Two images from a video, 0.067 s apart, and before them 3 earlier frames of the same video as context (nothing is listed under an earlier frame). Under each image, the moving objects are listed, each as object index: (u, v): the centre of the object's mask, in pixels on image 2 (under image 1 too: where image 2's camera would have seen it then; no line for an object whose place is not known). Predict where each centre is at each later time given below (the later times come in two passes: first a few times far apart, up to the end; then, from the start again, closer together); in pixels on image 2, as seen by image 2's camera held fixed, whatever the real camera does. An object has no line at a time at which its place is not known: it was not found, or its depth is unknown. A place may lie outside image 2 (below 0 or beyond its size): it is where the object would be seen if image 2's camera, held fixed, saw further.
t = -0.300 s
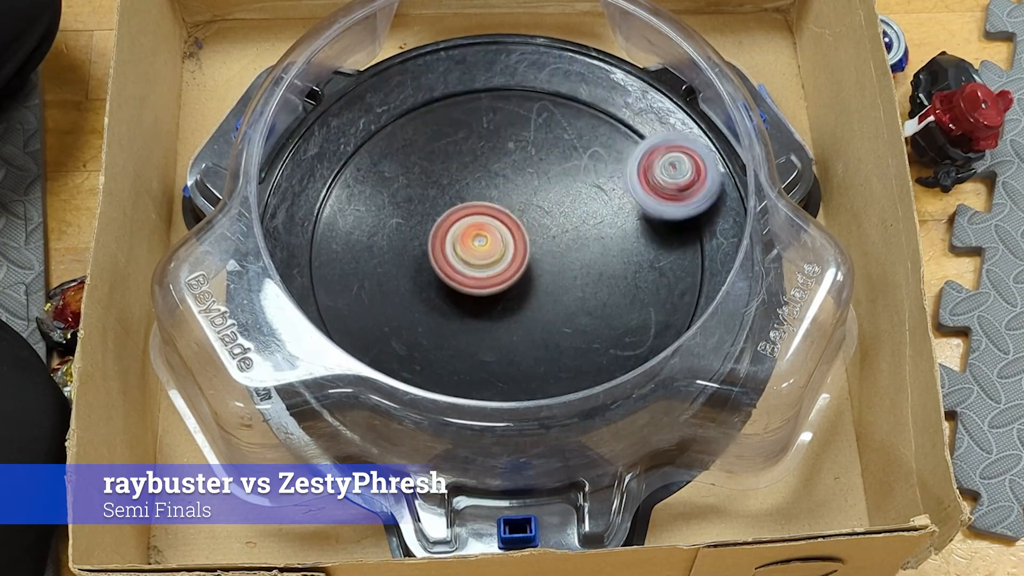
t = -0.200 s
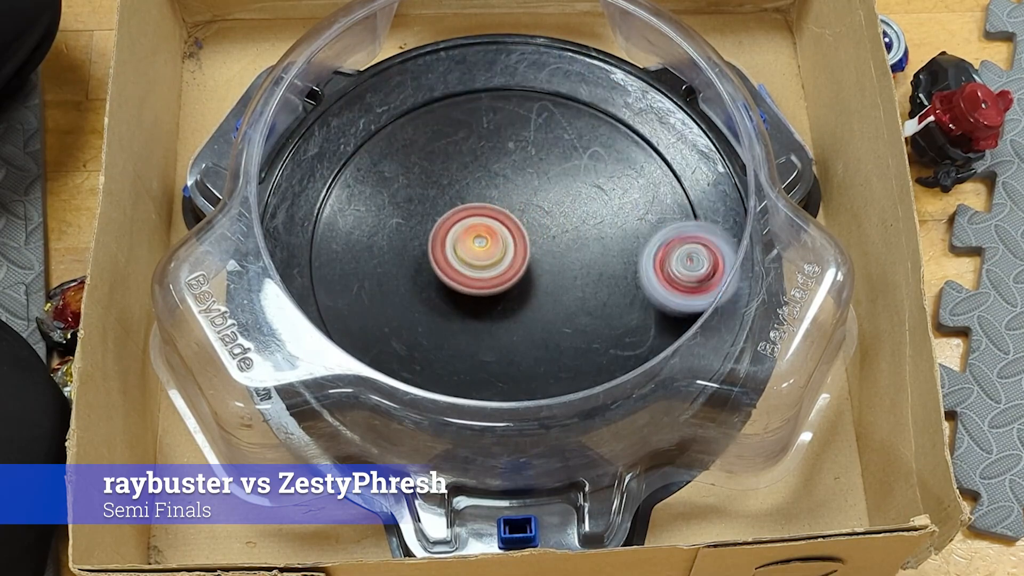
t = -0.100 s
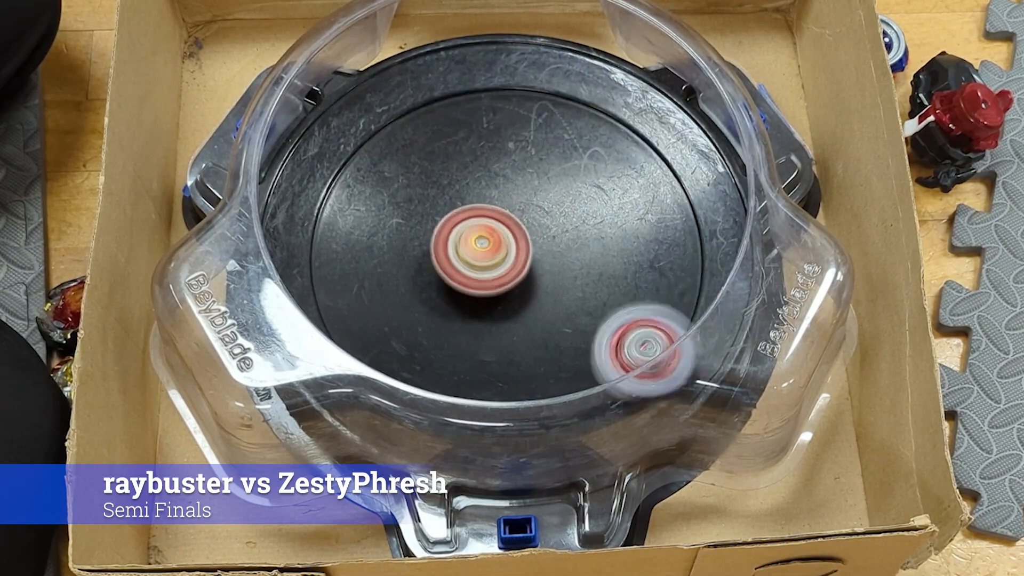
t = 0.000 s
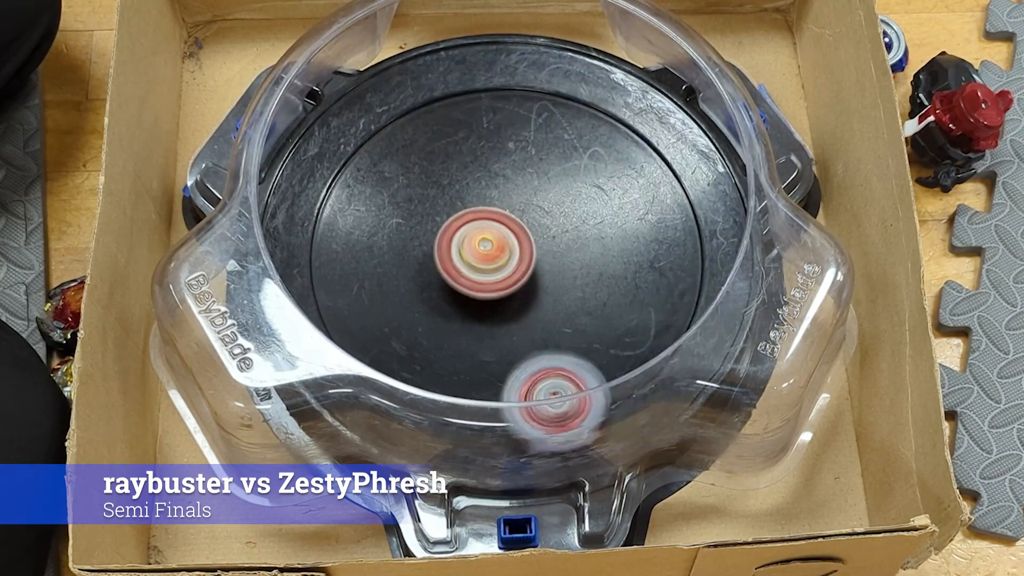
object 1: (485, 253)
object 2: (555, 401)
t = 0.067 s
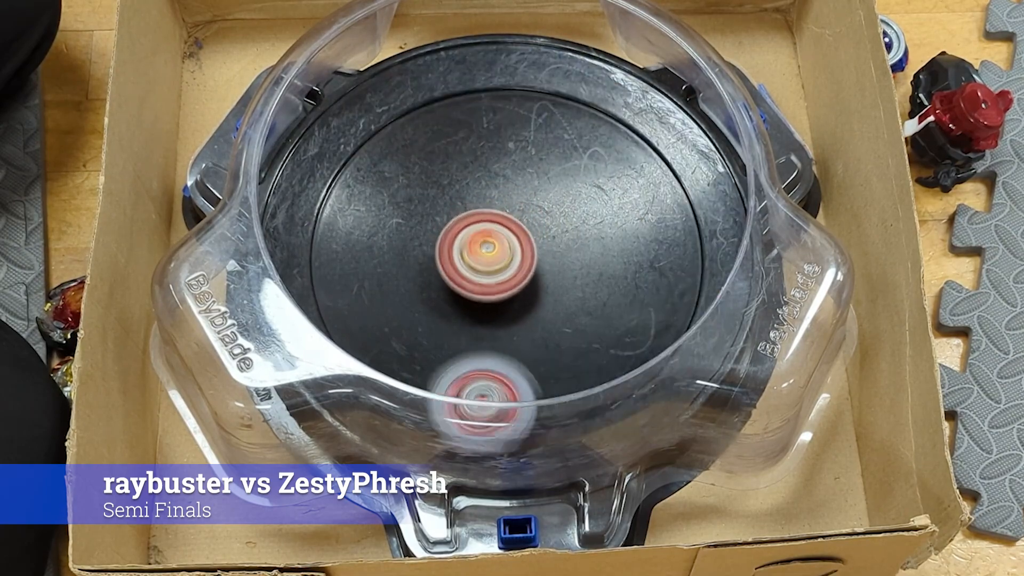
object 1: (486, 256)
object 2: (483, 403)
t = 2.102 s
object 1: (533, 260)
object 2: (647, 301)
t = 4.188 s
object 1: (502, 243)
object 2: (610, 174)
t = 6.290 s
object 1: (516, 262)
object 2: (502, 148)
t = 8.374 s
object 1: (420, 162)
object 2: (463, 325)
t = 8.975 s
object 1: (499, 193)
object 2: (559, 274)
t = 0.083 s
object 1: (487, 257)
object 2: (467, 400)
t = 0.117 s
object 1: (489, 258)
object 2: (433, 390)
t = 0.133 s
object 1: (489, 259)
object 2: (418, 382)
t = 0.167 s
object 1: (490, 260)
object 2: (393, 363)
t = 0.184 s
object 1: (490, 261)
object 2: (383, 353)
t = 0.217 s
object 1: (491, 263)
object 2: (365, 324)
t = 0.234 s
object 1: (492, 264)
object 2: (356, 313)
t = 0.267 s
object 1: (494, 265)
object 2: (342, 291)
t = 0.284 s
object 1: (494, 266)
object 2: (336, 279)
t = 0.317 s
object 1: (494, 267)
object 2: (331, 253)
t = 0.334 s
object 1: (494, 268)
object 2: (331, 238)
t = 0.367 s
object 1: (494, 270)
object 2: (337, 207)
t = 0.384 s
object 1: (495, 271)
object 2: (343, 194)
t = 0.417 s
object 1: (496, 272)
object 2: (357, 168)
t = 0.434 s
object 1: (496, 272)
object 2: (366, 155)
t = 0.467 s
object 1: (495, 273)
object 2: (387, 135)
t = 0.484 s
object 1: (495, 273)
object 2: (399, 125)
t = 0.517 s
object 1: (495, 273)
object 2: (427, 110)
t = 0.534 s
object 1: (495, 273)
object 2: (440, 105)
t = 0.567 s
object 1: (495, 272)
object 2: (470, 96)
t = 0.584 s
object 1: (495, 271)
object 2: (485, 94)
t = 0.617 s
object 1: (494, 270)
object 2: (513, 93)
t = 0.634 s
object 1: (494, 270)
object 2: (528, 94)
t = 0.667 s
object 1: (495, 271)
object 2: (558, 99)
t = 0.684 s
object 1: (495, 272)
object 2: (572, 104)
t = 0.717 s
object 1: (497, 274)
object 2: (598, 117)
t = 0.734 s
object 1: (498, 274)
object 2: (611, 125)
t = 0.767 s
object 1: (499, 275)
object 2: (633, 143)
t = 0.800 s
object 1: (499, 276)
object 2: (653, 163)
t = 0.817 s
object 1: (499, 276)
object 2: (661, 175)
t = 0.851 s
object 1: (499, 277)
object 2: (672, 202)
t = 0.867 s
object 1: (499, 277)
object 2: (677, 216)
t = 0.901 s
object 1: (498, 277)
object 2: (681, 246)
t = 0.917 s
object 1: (498, 277)
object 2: (678, 261)
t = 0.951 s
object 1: (497, 276)
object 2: (674, 286)
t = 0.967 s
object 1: (497, 275)
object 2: (669, 300)
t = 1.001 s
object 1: (498, 274)
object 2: (654, 326)
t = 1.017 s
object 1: (498, 274)
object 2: (645, 339)
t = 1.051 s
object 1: (500, 274)
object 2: (620, 359)
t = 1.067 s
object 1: (501, 274)
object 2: (608, 368)
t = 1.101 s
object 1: (503, 274)
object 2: (577, 383)
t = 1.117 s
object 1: (504, 274)
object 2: (562, 387)
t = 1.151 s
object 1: (506, 273)
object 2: (517, 394)
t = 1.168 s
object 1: (507, 273)
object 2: (501, 393)
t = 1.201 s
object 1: (508, 273)
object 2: (470, 390)
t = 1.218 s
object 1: (509, 273)
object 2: (454, 386)
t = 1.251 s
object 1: (510, 273)
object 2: (425, 373)
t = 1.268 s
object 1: (511, 273)
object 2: (411, 365)
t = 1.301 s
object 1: (513, 273)
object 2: (391, 339)
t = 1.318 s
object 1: (513, 272)
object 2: (381, 330)
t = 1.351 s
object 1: (514, 272)
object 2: (362, 310)
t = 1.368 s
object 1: (515, 272)
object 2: (355, 298)
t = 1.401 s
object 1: (516, 272)
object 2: (346, 273)
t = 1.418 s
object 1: (516, 272)
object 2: (344, 262)
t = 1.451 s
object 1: (517, 272)
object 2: (344, 233)
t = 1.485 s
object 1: (518, 271)
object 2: (350, 208)
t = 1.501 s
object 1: (519, 271)
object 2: (355, 195)
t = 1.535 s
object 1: (520, 271)
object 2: (369, 174)
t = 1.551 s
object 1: (521, 271)
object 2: (377, 162)
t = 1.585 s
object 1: (521, 271)
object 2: (397, 145)
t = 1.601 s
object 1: (521, 271)
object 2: (406, 137)
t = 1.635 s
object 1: (523, 270)
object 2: (431, 124)
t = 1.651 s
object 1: (523, 270)
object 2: (442, 120)
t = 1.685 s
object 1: (524, 270)
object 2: (470, 112)
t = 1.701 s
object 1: (524, 269)
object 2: (482, 110)
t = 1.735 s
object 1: (525, 269)
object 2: (511, 108)
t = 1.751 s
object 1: (526, 268)
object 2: (523, 109)
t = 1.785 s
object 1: (526, 268)
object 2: (552, 113)
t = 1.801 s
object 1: (527, 267)
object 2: (564, 117)
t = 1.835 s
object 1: (528, 267)
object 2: (588, 128)
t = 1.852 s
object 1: (528, 266)
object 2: (600, 135)
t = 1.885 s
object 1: (529, 265)
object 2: (620, 153)
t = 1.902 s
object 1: (529, 265)
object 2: (629, 161)
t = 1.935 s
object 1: (530, 264)
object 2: (645, 182)
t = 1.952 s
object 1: (530, 264)
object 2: (652, 192)
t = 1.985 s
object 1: (531, 263)
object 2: (660, 217)
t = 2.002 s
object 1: (532, 262)
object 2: (663, 229)
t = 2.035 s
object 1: (532, 261)
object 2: (662, 254)
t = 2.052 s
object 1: (533, 261)
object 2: (661, 265)
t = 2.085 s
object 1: (533, 260)
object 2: (654, 290)
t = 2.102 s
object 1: (533, 260)
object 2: (647, 301)
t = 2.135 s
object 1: (534, 259)
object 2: (631, 323)
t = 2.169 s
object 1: (534, 258)
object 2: (615, 344)
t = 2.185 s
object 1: (534, 257)
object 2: (603, 352)
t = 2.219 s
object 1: (534, 257)
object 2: (580, 366)
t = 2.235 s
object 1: (534, 256)
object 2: (566, 371)
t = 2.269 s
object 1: (534, 256)
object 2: (540, 378)
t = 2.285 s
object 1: (534, 256)
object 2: (525, 379)
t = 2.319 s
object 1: (534, 255)
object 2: (497, 378)
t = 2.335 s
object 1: (534, 254)
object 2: (483, 376)
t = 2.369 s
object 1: (534, 254)
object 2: (456, 370)
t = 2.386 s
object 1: (533, 253)
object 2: (442, 365)
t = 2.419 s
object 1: (533, 253)
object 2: (421, 348)
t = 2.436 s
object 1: (533, 253)
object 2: (410, 342)
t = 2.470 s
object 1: (533, 252)
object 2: (390, 326)
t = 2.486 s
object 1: (532, 252)
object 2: (382, 316)
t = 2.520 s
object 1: (531, 251)
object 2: (369, 296)
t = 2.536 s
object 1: (531, 250)
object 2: (366, 284)
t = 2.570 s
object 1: (530, 250)
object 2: (360, 261)
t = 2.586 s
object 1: (530, 249)
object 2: (360, 249)
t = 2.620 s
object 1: (529, 249)
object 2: (363, 225)
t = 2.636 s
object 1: (529, 248)
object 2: (366, 214)
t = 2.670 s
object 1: (528, 248)
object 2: (376, 191)
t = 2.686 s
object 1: (528, 247)
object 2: (381, 182)
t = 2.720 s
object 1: (527, 247)
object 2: (398, 164)
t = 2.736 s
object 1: (527, 246)
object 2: (405, 156)
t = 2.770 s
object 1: (527, 245)
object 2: (426, 142)
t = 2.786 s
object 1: (527, 245)
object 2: (436, 136)
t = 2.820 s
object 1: (527, 243)
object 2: (459, 128)
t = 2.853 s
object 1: (526, 242)
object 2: (484, 123)
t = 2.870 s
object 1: (526, 242)
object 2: (495, 122)
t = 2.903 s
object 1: (527, 240)
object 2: (521, 123)
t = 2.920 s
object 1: (527, 240)
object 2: (533, 124)
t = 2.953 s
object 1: (527, 239)
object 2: (557, 130)
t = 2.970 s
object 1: (527, 239)
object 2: (569, 135)
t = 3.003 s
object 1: (527, 238)
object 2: (590, 147)
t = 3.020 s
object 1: (527, 238)
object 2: (601, 154)
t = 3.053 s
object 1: (527, 239)
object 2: (619, 170)
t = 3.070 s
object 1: (527, 239)
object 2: (628, 180)
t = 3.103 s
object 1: (527, 239)
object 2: (639, 199)
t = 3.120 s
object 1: (527, 239)
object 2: (644, 212)
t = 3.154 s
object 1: (527, 239)
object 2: (650, 234)
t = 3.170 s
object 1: (526, 239)
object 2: (651, 245)
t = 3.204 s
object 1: (526, 239)
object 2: (648, 268)
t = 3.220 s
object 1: (525, 239)
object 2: (646, 279)
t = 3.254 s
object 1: (524, 239)
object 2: (636, 301)
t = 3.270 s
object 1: (524, 239)
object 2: (631, 311)
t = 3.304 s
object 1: (523, 239)
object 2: (614, 329)
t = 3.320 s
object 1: (523, 239)
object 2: (606, 336)
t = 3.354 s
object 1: (522, 239)
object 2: (584, 348)
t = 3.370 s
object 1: (521, 239)
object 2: (573, 356)
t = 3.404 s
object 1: (520, 239)
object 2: (550, 365)
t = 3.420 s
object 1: (519, 239)
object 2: (537, 368)
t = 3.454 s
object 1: (518, 240)
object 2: (510, 370)
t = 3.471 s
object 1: (517, 240)
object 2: (500, 369)
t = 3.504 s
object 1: (516, 240)
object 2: (474, 365)
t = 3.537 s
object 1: (515, 240)
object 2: (451, 354)
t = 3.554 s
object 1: (514, 240)
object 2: (440, 350)
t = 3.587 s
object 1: (513, 240)
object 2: (419, 339)
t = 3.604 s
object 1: (512, 240)
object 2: (409, 331)
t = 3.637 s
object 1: (511, 239)
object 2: (393, 315)
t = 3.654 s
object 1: (510, 239)
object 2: (387, 304)
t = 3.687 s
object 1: (509, 238)
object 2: (378, 285)
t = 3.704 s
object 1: (508, 238)
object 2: (375, 275)
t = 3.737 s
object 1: (507, 238)
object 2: (373, 253)
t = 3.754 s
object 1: (507, 238)
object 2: (373, 242)
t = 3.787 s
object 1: (506, 237)
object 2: (376, 220)
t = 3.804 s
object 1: (505, 237)
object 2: (380, 208)
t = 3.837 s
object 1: (504, 238)
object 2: (391, 188)
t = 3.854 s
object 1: (504, 238)
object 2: (398, 181)
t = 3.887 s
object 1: (503, 238)
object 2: (415, 164)
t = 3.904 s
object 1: (503, 238)
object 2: (424, 156)
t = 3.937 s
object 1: (503, 239)
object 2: (444, 146)
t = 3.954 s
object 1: (503, 239)
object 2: (457, 141)
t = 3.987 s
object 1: (503, 239)
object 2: (479, 134)
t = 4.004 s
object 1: (503, 239)
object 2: (490, 133)
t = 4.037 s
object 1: (503, 240)
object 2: (513, 133)
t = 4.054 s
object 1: (503, 240)
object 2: (526, 133)
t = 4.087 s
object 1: (503, 241)
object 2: (549, 139)
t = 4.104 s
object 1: (503, 241)
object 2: (561, 143)
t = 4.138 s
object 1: (502, 242)
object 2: (582, 153)
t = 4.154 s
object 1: (502, 242)
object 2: (591, 159)
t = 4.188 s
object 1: (502, 243)
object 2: (610, 174)
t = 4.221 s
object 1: (502, 244)
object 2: (624, 192)
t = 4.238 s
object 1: (502, 244)
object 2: (629, 201)
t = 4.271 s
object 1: (501, 245)
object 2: (638, 222)
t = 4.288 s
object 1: (501, 245)
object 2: (642, 234)
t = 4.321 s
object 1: (501, 246)
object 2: (642, 255)
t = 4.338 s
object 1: (500, 247)
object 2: (641, 265)
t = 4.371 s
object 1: (500, 248)
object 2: (635, 286)
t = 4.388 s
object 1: (500, 248)
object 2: (631, 297)
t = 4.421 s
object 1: (499, 249)
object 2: (620, 315)
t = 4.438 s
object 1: (499, 250)
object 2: (610, 326)
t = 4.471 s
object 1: (498, 251)
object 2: (592, 339)
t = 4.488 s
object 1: (498, 251)
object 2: (583, 345)
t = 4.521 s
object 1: (498, 252)
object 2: (560, 353)
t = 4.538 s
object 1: (498, 253)
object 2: (547, 357)
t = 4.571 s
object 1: (498, 254)
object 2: (523, 361)
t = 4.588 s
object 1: (498, 254)
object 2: (512, 361)
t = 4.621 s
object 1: (498, 255)
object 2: (489, 360)
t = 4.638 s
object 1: (498, 255)
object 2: (476, 358)
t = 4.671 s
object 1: (497, 256)
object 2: (453, 351)
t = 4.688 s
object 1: (497, 256)
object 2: (444, 347)
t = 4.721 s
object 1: (497, 257)
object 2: (424, 335)
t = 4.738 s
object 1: (497, 257)
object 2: (414, 327)
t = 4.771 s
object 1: (496, 258)
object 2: (399, 310)
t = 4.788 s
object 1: (495, 258)
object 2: (395, 302)
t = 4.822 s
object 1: (494, 258)
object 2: (387, 282)
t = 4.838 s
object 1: (494, 258)
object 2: (383, 272)
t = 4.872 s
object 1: (494, 258)
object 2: (381, 251)
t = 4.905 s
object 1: (493, 258)
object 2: (383, 230)
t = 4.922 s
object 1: (493, 259)
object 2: (386, 220)
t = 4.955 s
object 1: (493, 259)
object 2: (394, 201)
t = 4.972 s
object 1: (494, 259)
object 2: (400, 191)
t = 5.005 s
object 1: (494, 259)
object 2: (414, 174)
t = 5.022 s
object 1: (494, 259)
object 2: (420, 168)
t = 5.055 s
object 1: (495, 260)
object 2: (439, 155)
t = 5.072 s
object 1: (496, 260)
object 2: (451, 150)
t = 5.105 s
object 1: (497, 260)
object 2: (472, 143)
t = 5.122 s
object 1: (497, 261)
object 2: (482, 140)
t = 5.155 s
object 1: (499, 261)
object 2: (504, 138)
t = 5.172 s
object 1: (500, 261)
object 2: (516, 139)
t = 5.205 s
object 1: (501, 262)
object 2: (538, 142)
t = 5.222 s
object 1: (502, 262)
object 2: (549, 145)
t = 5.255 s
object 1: (503, 263)
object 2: (570, 153)
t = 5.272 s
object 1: (503, 263)
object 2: (579, 158)
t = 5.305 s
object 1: (504, 264)
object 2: (596, 171)
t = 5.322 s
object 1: (504, 264)
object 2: (605, 178)
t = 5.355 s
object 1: (505, 265)
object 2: (618, 194)
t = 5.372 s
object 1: (505, 265)
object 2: (624, 205)
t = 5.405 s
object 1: (506, 265)
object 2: (632, 224)
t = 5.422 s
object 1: (506, 266)
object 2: (634, 234)
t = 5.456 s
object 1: (507, 266)
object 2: (636, 254)
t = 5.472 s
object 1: (507, 266)
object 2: (634, 263)
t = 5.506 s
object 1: (507, 267)
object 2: (630, 282)
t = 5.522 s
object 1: (508, 267)
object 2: (625, 292)
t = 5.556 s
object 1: (508, 268)
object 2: (614, 311)
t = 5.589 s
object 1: (509, 268)
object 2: (599, 327)
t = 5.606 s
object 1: (509, 268)
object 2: (591, 334)
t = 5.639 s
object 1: (510, 269)
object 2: (571, 345)
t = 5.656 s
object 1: (509, 269)
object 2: (560, 349)
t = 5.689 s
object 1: (510, 270)
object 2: (538, 355)
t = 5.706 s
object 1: (510, 270)
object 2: (525, 357)
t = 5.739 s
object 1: (510, 269)
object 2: (501, 357)
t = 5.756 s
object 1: (510, 269)
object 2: (491, 357)
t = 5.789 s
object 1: (510, 269)
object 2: (467, 352)
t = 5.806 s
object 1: (510, 269)
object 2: (457, 348)
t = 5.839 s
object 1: (510, 269)
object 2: (437, 339)
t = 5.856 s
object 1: (509, 269)
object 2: (427, 331)
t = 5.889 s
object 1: (509, 269)
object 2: (412, 317)
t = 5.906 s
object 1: (509, 269)
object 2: (405, 309)
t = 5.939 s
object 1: (509, 269)
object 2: (395, 293)
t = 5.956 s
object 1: (509, 269)
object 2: (392, 284)
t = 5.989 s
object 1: (510, 269)
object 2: (388, 266)
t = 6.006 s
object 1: (510, 268)
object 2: (387, 255)
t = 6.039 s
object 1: (510, 268)
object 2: (389, 236)
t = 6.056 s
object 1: (510, 267)
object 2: (390, 226)
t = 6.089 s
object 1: (511, 267)
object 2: (398, 207)
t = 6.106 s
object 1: (512, 266)
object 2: (402, 200)
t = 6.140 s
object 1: (512, 266)
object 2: (415, 183)
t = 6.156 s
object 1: (513, 265)
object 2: (423, 177)
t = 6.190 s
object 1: (513, 265)
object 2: (439, 164)
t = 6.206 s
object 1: (514, 264)
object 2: (450, 160)
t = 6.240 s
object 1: (514, 263)
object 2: (469, 152)
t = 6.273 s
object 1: (516, 262)
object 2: (489, 148)
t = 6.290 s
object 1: (516, 262)
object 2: (502, 148)
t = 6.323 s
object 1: (517, 261)
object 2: (522, 149)
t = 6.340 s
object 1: (517, 260)
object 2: (532, 150)
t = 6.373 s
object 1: (518, 260)
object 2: (554, 157)
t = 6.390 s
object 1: (518, 259)
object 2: (562, 161)
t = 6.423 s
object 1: (519, 259)
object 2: (581, 170)
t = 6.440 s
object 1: (519, 259)
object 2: (587, 177)
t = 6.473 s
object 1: (519, 258)
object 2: (602, 191)
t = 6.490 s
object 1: (519, 258)
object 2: (609, 199)
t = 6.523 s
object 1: (520, 257)
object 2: (618, 217)
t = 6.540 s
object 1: (520, 257)
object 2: (623, 225)
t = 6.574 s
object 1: (520, 257)
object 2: (626, 245)
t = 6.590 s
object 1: (520, 256)
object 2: (627, 252)
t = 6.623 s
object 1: (519, 256)
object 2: (624, 271)
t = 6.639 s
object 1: (519, 255)
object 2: (622, 280)
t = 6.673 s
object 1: (519, 255)
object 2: (614, 297)
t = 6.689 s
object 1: (519, 255)
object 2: (609, 306)
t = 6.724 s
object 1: (519, 255)
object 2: (596, 321)
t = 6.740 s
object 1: (519, 254)
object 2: (589, 327)
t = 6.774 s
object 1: (518, 254)
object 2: (571, 338)
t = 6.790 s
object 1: (518, 254)
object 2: (562, 343)
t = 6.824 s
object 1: (518, 253)
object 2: (541, 349)
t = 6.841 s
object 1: (518, 253)
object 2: (532, 351)
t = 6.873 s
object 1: (517, 253)
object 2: (509, 352)
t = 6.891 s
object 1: (517, 253)
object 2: (499, 352)
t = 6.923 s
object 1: (517, 252)
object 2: (478, 348)
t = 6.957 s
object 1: (517, 251)
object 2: (457, 338)
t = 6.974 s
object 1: (517, 251)
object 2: (450, 334)
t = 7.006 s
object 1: (517, 251)
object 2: (432, 321)
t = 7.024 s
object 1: (517, 251)
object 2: (427, 314)
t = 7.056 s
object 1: (517, 251)
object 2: (414, 299)
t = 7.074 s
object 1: (517, 251)
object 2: (412, 291)
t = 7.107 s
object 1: (516, 251)
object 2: (404, 274)
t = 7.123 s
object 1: (516, 251)
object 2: (403, 264)
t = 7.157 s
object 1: (516, 250)
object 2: (403, 248)
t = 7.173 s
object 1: (516, 250)
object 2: (404, 238)
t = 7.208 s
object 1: (516, 250)
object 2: (408, 221)
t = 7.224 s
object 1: (516, 250)
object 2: (412, 211)
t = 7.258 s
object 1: (515, 249)
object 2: (421, 196)
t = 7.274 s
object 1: (515, 249)
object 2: (427, 189)
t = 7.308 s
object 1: (515, 249)
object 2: (442, 177)
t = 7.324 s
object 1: (515, 248)
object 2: (449, 171)
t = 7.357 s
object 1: (514, 248)
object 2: (467, 164)
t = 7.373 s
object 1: (515, 250)
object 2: (474, 158)
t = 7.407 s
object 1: (518, 254)
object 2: (491, 150)
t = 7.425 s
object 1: (519, 255)
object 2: (499, 147)
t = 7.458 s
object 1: (519, 256)
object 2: (518, 146)
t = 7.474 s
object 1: (519, 256)
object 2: (527, 145)
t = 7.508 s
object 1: (518, 257)
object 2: (545, 148)
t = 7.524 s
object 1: (518, 258)
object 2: (554, 149)
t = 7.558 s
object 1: (516, 258)
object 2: (571, 157)
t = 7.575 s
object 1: (515, 258)
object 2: (578, 159)
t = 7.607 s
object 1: (514, 259)
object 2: (593, 172)
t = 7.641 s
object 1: (513, 260)
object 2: (604, 186)
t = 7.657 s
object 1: (512, 260)
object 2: (609, 193)
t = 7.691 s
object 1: (511, 260)
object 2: (616, 210)
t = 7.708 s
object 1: (510, 260)
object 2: (618, 219)
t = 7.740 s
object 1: (510, 261)
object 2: (619, 236)
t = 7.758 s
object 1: (509, 261)
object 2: (619, 246)
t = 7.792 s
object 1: (508, 261)
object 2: (613, 262)
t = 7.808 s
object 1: (508, 261)
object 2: (610, 270)
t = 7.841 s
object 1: (500, 261)
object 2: (609, 284)
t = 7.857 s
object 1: (486, 260)
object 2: (615, 292)
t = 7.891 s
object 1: (466, 257)
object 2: (620, 304)
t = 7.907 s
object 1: (458, 256)
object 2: (618, 312)
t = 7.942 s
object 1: (447, 254)
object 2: (612, 324)
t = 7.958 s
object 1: (443, 253)
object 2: (605, 331)
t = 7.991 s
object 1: (440, 250)
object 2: (593, 340)
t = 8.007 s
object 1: (439, 249)
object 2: (584, 345)
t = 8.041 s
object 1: (438, 247)
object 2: (568, 351)
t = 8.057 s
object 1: (437, 245)
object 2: (559, 354)
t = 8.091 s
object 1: (437, 243)
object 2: (539, 357)
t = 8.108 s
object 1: (436, 243)
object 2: (531, 358)
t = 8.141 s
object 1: (436, 240)
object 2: (511, 356)
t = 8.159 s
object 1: (436, 239)
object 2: (503, 354)
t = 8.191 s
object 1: (436, 237)
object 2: (485, 348)
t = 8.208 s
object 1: (436, 237)
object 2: (477, 343)
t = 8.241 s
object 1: (437, 235)
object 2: (464, 332)
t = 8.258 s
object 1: (437, 234)
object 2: (458, 326)
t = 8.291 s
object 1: (430, 217)
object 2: (456, 325)
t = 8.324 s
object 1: (423, 191)
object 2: (459, 329)
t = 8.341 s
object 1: (421, 180)
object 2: (460, 329)
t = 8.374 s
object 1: (420, 162)
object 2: (463, 325)
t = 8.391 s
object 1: (421, 155)
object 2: (463, 321)
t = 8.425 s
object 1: (426, 146)
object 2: (462, 312)
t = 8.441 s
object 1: (428, 144)
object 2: (463, 307)
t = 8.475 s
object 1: (435, 142)
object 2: (465, 296)
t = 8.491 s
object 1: (438, 141)
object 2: (466, 292)
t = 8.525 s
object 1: (444, 142)
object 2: (472, 283)
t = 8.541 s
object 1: (447, 144)
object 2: (475, 279)
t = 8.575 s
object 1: (453, 146)
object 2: (482, 272)
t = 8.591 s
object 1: (456, 148)
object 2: (486, 268)
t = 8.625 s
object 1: (462, 152)
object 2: (495, 263)
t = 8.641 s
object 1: (464, 153)
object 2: (500, 260)
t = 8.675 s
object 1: (470, 157)
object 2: (509, 256)
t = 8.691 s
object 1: (473, 160)
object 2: (515, 255)
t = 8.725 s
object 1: (477, 164)
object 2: (525, 254)
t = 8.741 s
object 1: (480, 166)
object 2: (529, 254)
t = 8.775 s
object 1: (483, 171)
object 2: (538, 255)
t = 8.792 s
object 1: (485, 172)
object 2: (542, 256)
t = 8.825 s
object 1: (489, 176)
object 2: (550, 258)
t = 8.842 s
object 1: (490, 178)
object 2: (553, 260)
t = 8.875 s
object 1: (492, 181)
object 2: (558, 264)
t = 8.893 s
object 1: (494, 183)
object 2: (560, 266)
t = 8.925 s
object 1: (496, 187)
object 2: (561, 269)
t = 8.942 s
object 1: (497, 189)
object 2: (561, 271)
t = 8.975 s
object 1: (499, 193)
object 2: (559, 274)
